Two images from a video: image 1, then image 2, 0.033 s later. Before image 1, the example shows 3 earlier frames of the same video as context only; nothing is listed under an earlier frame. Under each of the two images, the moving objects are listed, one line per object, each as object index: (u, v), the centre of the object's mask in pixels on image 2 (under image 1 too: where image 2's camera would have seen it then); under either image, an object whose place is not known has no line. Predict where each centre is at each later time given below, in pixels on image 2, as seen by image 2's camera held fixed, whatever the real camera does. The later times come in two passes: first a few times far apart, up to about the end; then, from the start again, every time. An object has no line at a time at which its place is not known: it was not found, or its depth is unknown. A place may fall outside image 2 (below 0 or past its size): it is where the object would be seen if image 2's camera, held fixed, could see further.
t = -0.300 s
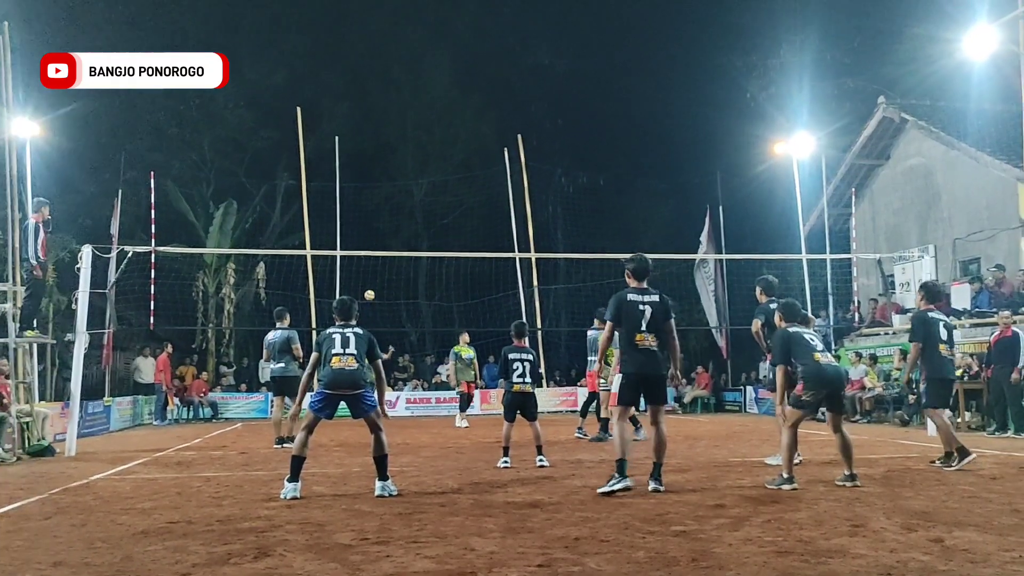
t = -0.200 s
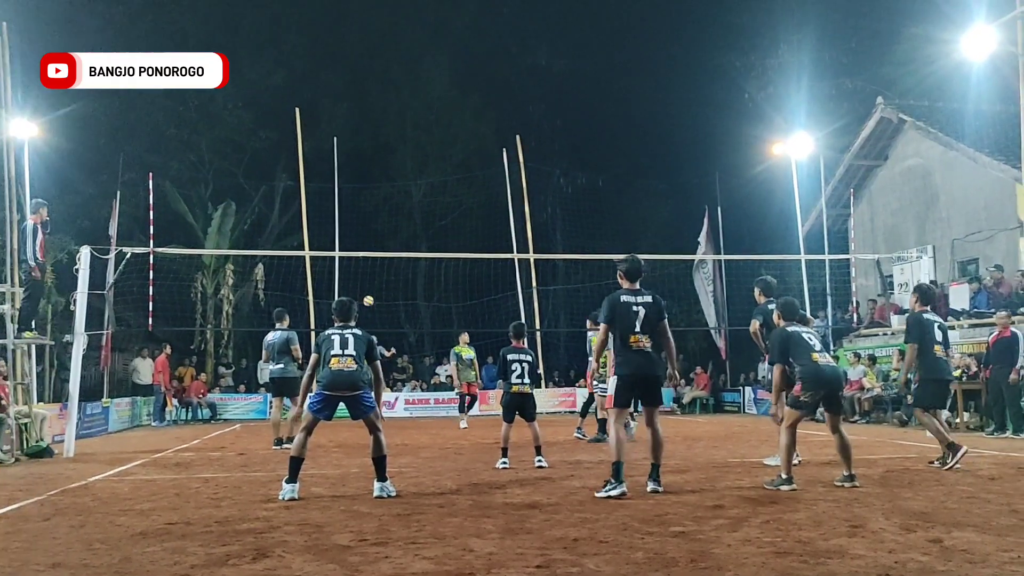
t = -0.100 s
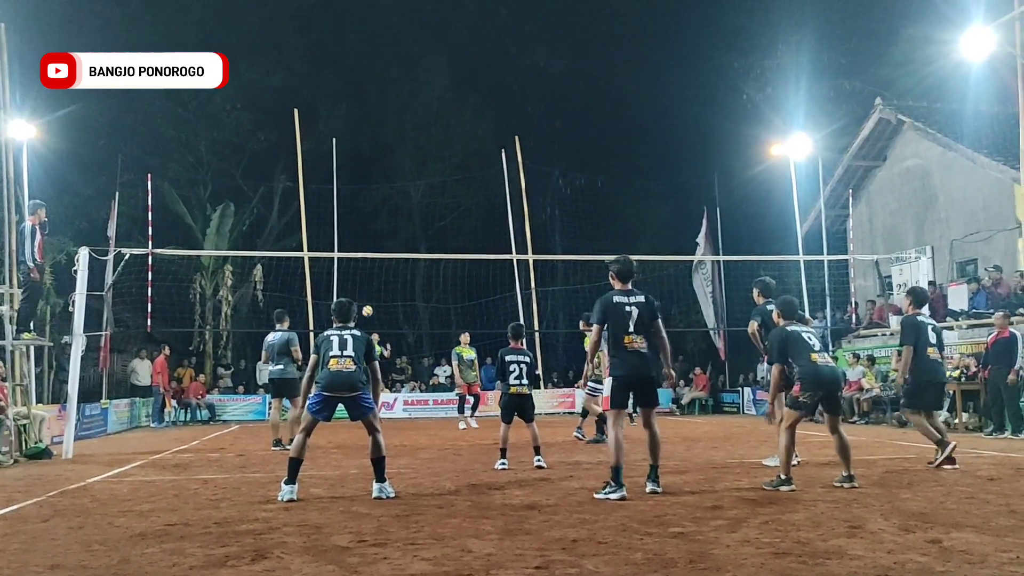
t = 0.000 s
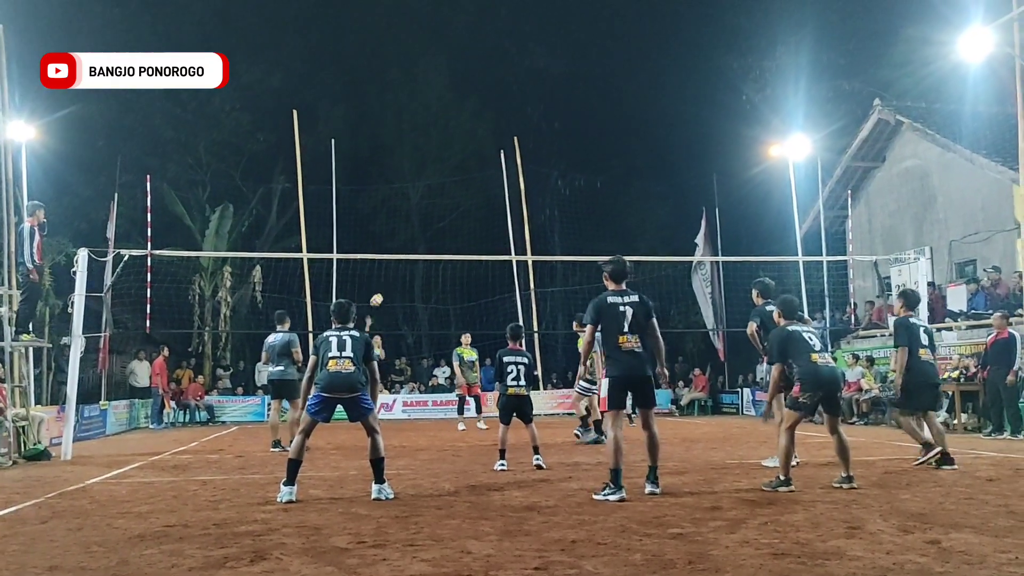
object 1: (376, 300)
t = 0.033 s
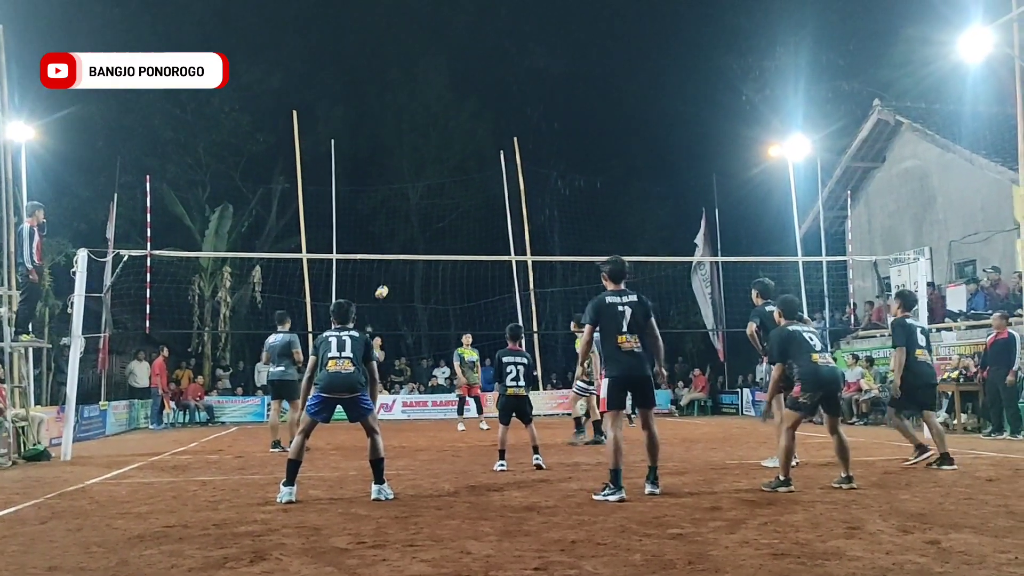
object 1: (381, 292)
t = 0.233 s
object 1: (421, 243)
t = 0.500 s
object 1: (490, 204)
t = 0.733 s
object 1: (579, 212)
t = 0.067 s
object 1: (388, 282)
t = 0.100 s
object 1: (395, 274)
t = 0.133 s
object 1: (400, 266)
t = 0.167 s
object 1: (407, 258)
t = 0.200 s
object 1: (414, 249)
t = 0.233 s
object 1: (421, 243)
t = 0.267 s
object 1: (429, 236)
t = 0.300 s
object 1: (437, 229)
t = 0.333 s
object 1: (444, 224)
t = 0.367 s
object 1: (453, 218)
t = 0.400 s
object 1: (462, 213)
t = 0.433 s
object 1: (470, 210)
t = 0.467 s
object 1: (480, 207)
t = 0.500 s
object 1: (490, 204)
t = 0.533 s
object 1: (500, 202)
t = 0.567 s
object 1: (512, 201)
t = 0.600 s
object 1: (524, 201)
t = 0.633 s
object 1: (536, 202)
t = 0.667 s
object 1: (550, 204)
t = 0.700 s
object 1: (565, 208)
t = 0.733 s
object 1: (579, 212)
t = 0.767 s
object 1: (596, 219)
